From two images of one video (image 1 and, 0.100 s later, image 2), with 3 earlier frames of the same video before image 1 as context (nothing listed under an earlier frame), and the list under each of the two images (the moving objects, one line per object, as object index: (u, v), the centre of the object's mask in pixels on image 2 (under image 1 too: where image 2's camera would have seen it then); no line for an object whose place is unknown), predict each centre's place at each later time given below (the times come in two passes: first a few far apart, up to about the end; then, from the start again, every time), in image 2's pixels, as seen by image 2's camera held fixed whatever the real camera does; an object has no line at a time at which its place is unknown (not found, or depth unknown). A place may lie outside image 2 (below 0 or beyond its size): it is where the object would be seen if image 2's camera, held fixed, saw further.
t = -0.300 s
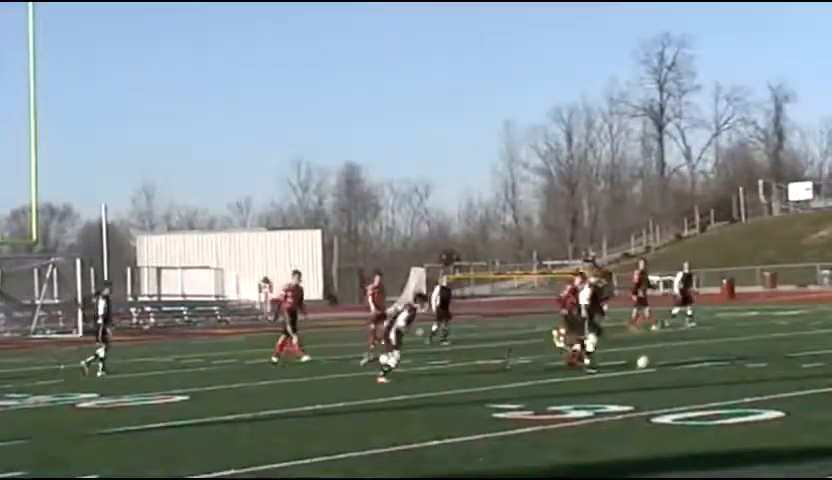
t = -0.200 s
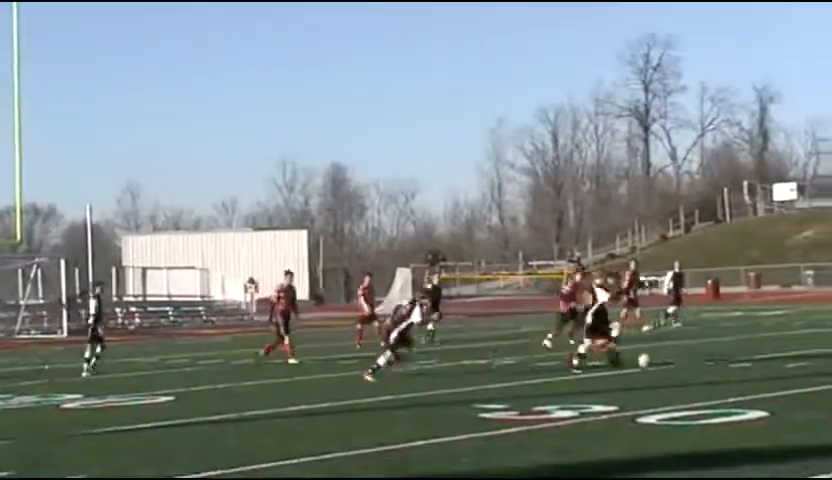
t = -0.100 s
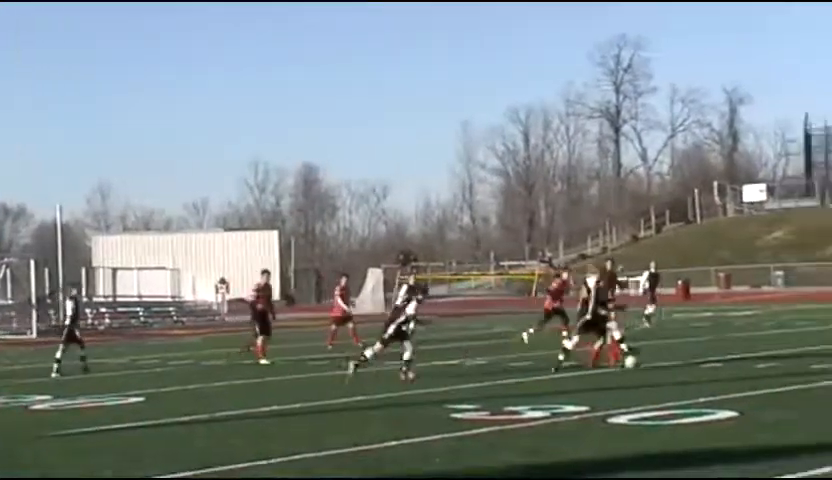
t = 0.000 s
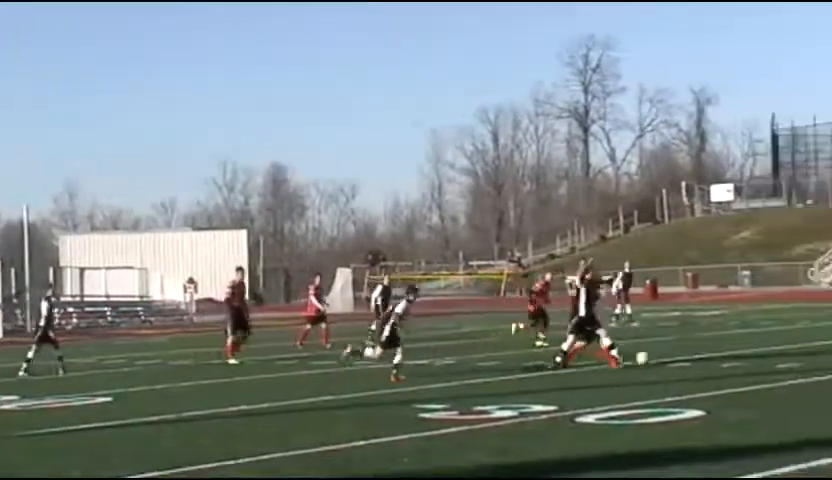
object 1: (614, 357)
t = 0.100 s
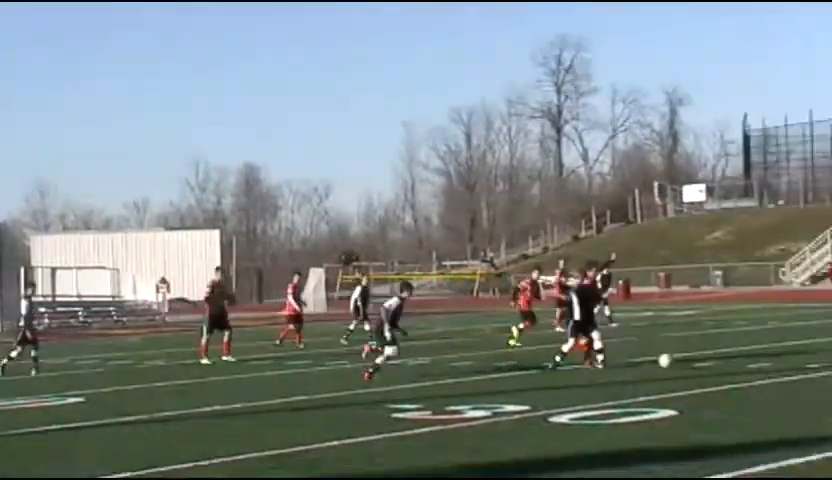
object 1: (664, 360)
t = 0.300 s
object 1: (759, 362)
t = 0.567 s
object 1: (875, 365)
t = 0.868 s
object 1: (1007, 368)
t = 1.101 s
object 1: (1114, 371)
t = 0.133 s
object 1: (682, 362)
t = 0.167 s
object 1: (698, 363)
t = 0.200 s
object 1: (713, 362)
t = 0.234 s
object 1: (728, 361)
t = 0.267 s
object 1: (743, 361)
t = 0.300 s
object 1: (759, 362)
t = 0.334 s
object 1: (774, 364)
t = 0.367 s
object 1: (789, 365)
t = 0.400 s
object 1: (803, 363)
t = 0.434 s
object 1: (818, 363)
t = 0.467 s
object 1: (832, 363)
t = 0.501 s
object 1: (846, 364)
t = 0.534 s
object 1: (860, 366)
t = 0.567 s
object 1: (875, 365)
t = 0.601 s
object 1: (890, 363)
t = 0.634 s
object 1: (902, 364)
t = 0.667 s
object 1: (918, 365)
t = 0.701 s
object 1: (932, 367)
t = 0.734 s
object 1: (946, 367)
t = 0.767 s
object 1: (961, 367)
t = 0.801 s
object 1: (977, 366)
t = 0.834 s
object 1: (992, 367)
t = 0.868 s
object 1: (1007, 368)
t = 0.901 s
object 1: (1021, 368)
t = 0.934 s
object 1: (1037, 368)
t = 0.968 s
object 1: (1052, 369)
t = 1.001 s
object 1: (1067, 370)
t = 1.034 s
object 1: (1083, 370)
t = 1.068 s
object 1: (1099, 370)
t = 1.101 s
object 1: (1114, 371)
